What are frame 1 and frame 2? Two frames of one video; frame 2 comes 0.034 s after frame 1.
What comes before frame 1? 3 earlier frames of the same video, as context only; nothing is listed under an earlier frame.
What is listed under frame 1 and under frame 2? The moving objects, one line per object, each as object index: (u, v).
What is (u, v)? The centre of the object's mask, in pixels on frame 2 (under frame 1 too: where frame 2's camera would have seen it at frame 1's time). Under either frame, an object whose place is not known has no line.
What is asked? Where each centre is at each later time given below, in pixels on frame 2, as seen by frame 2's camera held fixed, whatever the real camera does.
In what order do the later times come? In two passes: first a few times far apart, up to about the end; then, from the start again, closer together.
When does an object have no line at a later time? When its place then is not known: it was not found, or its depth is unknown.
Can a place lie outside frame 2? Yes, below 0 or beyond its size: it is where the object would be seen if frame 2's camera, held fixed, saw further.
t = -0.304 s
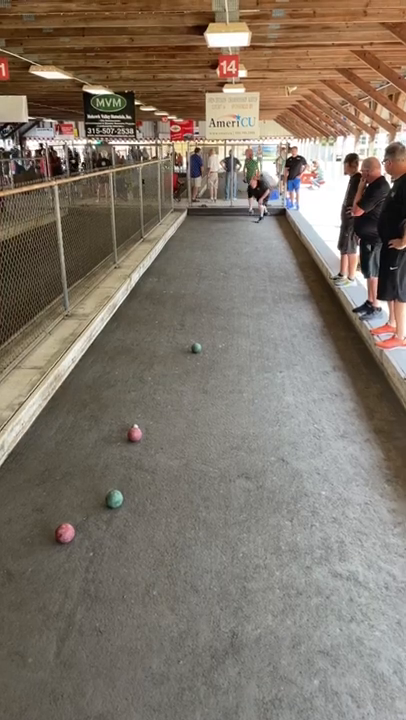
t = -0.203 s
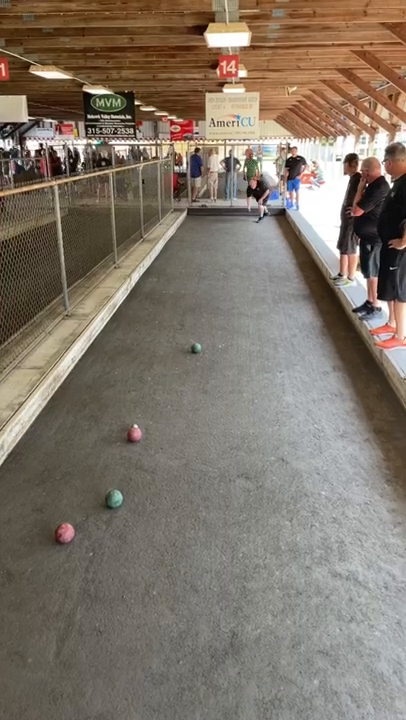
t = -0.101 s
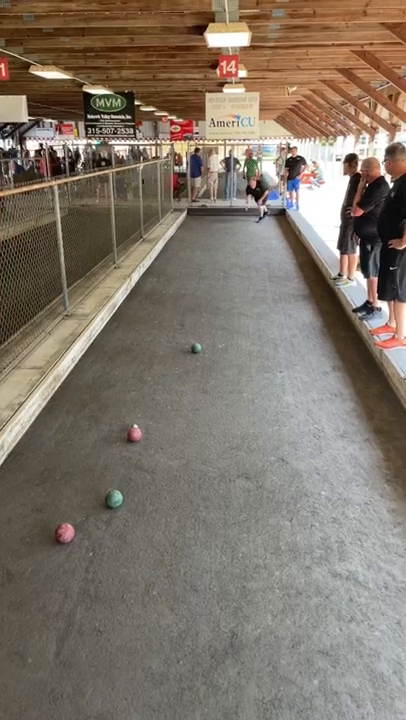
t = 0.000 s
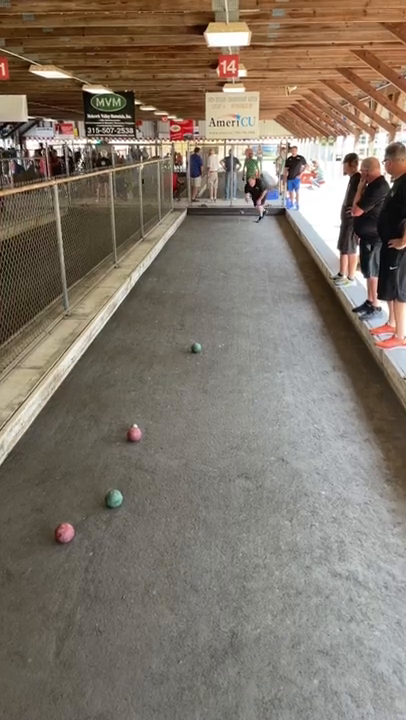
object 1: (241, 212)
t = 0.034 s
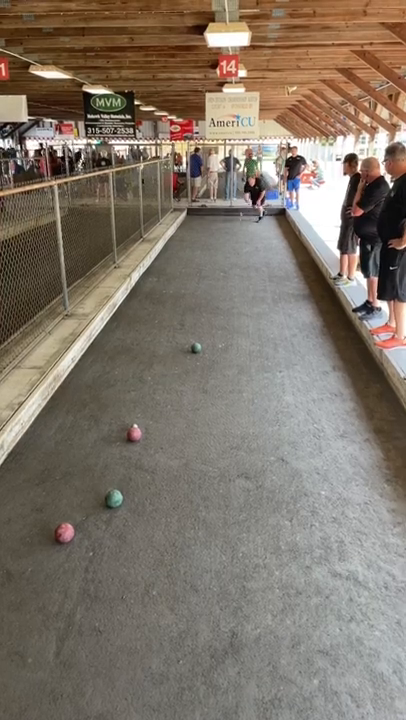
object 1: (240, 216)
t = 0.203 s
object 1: (234, 230)
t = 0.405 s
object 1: (228, 234)
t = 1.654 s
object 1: (187, 258)
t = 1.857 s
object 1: (179, 262)
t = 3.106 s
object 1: (133, 296)
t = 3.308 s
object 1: (127, 301)
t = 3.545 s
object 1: (121, 309)
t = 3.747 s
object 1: (117, 316)
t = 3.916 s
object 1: (115, 322)
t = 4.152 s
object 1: (112, 330)
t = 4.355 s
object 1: (112, 337)
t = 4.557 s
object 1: (112, 346)
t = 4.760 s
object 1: (113, 354)
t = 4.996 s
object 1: (115, 363)
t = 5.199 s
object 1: (117, 372)
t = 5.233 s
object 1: (117, 373)
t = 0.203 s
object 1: (234, 230)
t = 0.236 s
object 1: (233, 231)
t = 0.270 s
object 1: (232, 231)
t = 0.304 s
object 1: (231, 232)
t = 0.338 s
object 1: (230, 233)
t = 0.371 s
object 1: (229, 233)
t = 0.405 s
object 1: (228, 234)
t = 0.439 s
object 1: (226, 234)
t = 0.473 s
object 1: (226, 235)
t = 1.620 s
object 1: (188, 257)
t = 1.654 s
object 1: (187, 258)
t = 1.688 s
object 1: (185, 259)
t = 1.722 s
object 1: (184, 259)
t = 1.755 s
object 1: (183, 260)
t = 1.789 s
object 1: (181, 261)
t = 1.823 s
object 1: (180, 261)
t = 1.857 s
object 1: (179, 262)
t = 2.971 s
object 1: (137, 291)
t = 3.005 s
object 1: (136, 292)
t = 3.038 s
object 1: (135, 294)
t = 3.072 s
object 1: (134, 295)
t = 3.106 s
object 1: (133, 296)
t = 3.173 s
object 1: (132, 298)
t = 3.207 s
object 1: (131, 299)
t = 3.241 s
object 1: (129, 300)
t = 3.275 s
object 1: (128, 301)
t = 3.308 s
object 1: (127, 301)
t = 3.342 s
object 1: (127, 303)
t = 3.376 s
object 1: (125, 304)
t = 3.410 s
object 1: (124, 305)
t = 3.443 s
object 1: (123, 306)
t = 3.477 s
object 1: (123, 307)
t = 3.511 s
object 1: (122, 308)
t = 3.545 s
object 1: (121, 309)
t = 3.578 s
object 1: (121, 311)
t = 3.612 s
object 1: (120, 312)
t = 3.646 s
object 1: (119, 313)
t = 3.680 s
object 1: (118, 314)
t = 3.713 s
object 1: (118, 315)
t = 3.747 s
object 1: (117, 316)
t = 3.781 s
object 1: (116, 317)
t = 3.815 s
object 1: (116, 318)
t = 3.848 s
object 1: (115, 319)
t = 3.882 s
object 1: (115, 321)
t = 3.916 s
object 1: (115, 322)
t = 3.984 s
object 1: (114, 324)
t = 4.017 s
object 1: (113, 325)
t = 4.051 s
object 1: (113, 326)
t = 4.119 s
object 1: (112, 329)
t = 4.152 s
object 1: (112, 330)
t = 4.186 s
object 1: (112, 331)
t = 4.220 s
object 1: (112, 332)
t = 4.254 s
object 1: (112, 333)
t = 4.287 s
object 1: (111, 335)
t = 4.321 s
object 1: (111, 336)
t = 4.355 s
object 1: (112, 337)
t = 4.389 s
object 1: (112, 339)
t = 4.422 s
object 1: (111, 340)
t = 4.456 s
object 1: (112, 342)
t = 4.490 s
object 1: (112, 343)
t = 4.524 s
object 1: (112, 344)
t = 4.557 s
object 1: (112, 346)
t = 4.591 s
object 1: (112, 347)
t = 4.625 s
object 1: (112, 349)
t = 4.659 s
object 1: (112, 350)
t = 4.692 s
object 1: (113, 351)
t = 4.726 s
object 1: (113, 352)
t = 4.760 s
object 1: (113, 354)
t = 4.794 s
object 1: (113, 355)
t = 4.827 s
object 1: (113, 357)
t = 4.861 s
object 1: (114, 358)
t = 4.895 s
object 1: (114, 359)
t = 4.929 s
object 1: (115, 361)
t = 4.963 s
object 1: (115, 362)
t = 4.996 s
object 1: (115, 363)
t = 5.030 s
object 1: (115, 364)
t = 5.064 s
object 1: (116, 366)
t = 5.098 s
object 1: (116, 367)
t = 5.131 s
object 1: (117, 369)
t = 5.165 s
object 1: (117, 370)
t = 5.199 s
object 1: (117, 372)
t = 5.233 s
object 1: (117, 373)
